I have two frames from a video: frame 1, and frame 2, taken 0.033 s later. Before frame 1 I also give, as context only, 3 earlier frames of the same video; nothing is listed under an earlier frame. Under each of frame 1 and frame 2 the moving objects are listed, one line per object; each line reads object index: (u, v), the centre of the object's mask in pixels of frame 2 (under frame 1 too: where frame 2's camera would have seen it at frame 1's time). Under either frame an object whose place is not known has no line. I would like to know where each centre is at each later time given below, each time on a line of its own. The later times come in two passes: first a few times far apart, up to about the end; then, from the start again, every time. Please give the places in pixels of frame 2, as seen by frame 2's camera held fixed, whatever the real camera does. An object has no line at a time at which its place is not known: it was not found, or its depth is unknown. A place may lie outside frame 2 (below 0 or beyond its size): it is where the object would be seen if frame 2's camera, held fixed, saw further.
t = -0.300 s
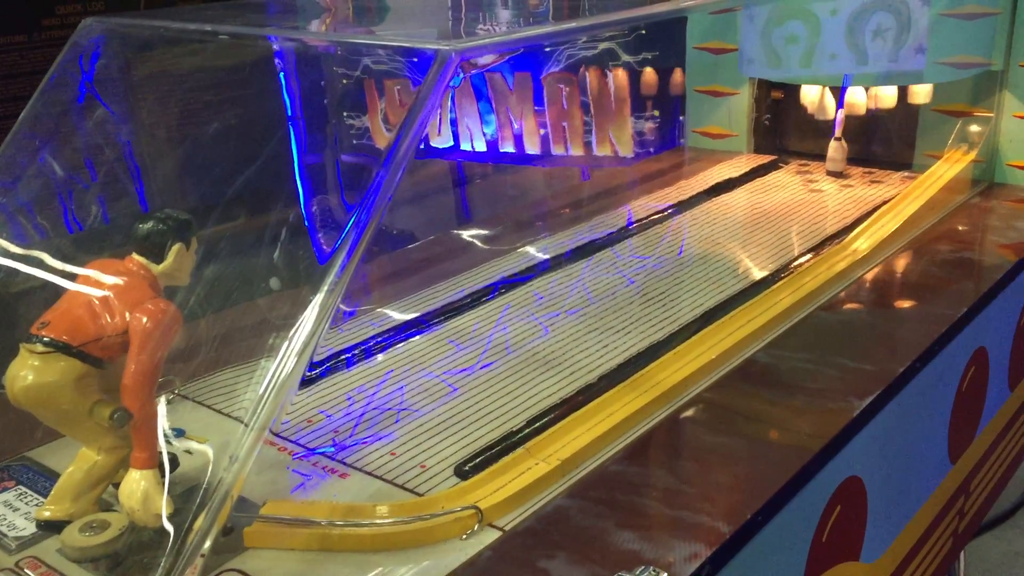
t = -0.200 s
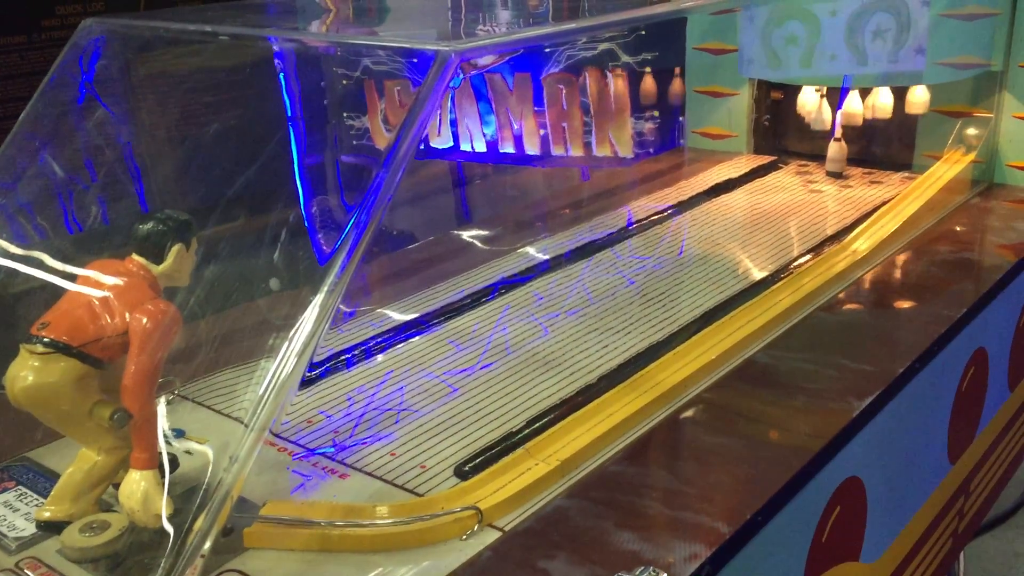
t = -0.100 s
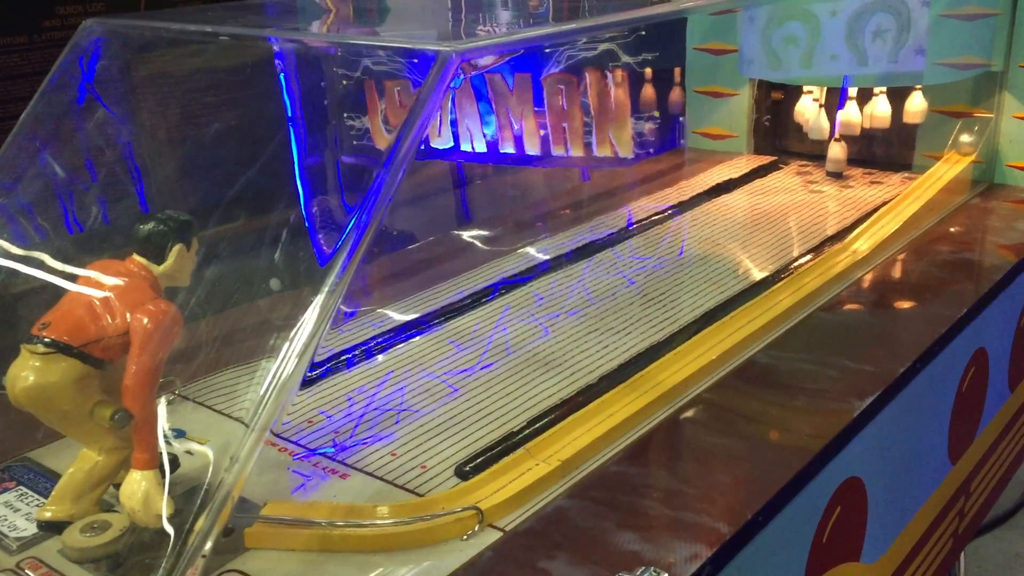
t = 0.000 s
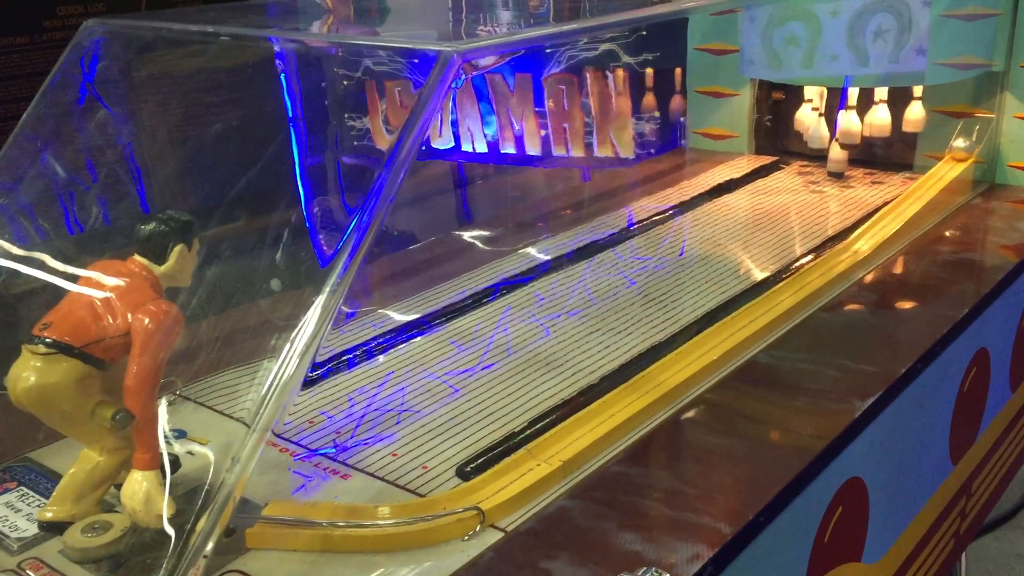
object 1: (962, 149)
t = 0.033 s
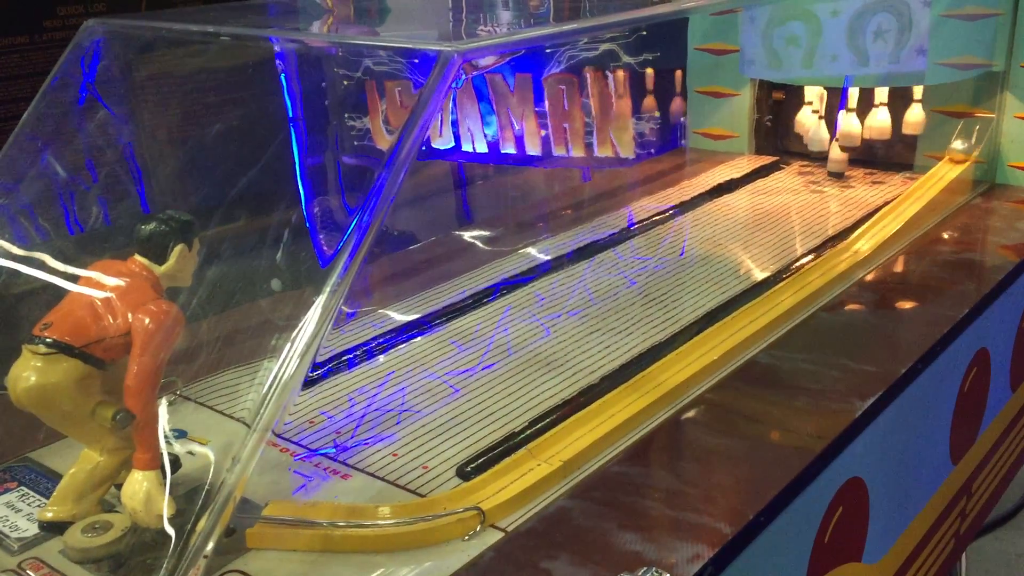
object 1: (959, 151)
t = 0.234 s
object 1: (941, 166)
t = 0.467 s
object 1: (908, 195)
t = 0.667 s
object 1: (865, 231)
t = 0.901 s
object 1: (798, 276)
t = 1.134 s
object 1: (718, 326)
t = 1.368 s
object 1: (615, 393)
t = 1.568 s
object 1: (504, 464)
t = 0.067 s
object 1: (957, 153)
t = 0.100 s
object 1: (955, 155)
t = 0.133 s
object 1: (953, 157)
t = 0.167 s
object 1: (949, 161)
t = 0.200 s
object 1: (945, 163)
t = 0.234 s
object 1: (941, 166)
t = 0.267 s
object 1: (936, 170)
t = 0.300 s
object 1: (932, 174)
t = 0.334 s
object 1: (929, 176)
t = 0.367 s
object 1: (924, 181)
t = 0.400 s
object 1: (920, 186)
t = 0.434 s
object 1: (914, 189)
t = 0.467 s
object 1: (908, 195)
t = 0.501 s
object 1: (902, 201)
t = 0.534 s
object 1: (895, 207)
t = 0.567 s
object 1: (888, 212)
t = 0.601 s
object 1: (881, 218)
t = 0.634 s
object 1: (874, 225)
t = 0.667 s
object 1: (865, 231)
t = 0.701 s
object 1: (856, 239)
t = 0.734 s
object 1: (846, 244)
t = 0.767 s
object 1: (837, 250)
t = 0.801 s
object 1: (829, 256)
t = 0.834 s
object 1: (819, 262)
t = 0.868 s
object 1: (809, 269)
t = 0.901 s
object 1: (798, 276)
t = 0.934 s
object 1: (788, 282)
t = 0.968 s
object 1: (778, 289)
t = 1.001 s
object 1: (766, 295)
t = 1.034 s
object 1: (755, 302)
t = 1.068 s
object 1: (743, 310)
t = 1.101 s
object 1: (731, 318)
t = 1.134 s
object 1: (718, 326)
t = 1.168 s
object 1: (706, 334)
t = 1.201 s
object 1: (692, 343)
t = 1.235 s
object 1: (678, 353)
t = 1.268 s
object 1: (663, 362)
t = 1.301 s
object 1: (647, 372)
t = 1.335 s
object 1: (632, 382)
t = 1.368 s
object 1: (615, 393)
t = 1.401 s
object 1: (599, 403)
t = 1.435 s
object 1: (582, 414)
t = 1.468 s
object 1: (564, 425)
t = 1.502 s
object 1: (544, 439)
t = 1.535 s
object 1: (524, 451)
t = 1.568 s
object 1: (504, 464)
